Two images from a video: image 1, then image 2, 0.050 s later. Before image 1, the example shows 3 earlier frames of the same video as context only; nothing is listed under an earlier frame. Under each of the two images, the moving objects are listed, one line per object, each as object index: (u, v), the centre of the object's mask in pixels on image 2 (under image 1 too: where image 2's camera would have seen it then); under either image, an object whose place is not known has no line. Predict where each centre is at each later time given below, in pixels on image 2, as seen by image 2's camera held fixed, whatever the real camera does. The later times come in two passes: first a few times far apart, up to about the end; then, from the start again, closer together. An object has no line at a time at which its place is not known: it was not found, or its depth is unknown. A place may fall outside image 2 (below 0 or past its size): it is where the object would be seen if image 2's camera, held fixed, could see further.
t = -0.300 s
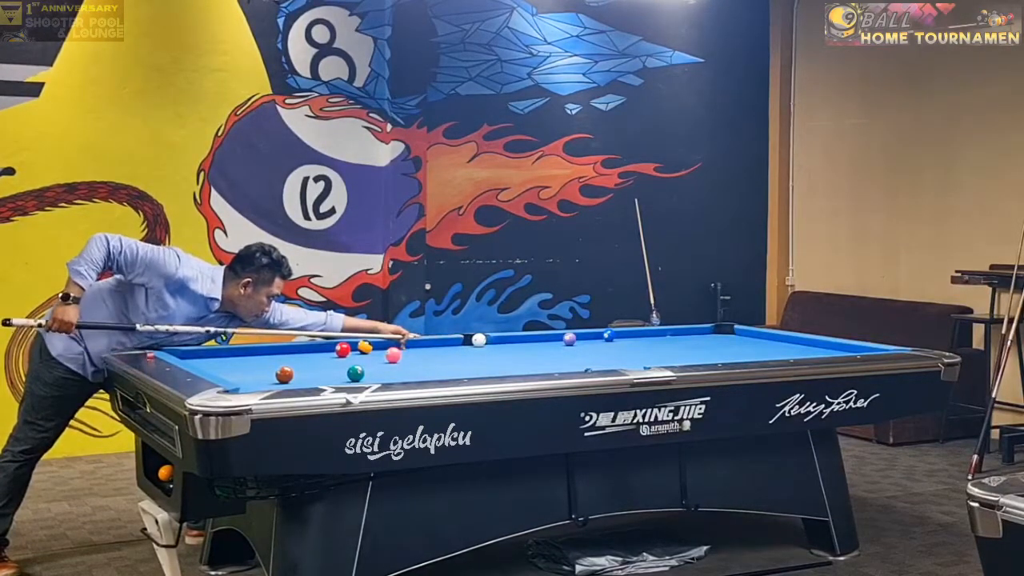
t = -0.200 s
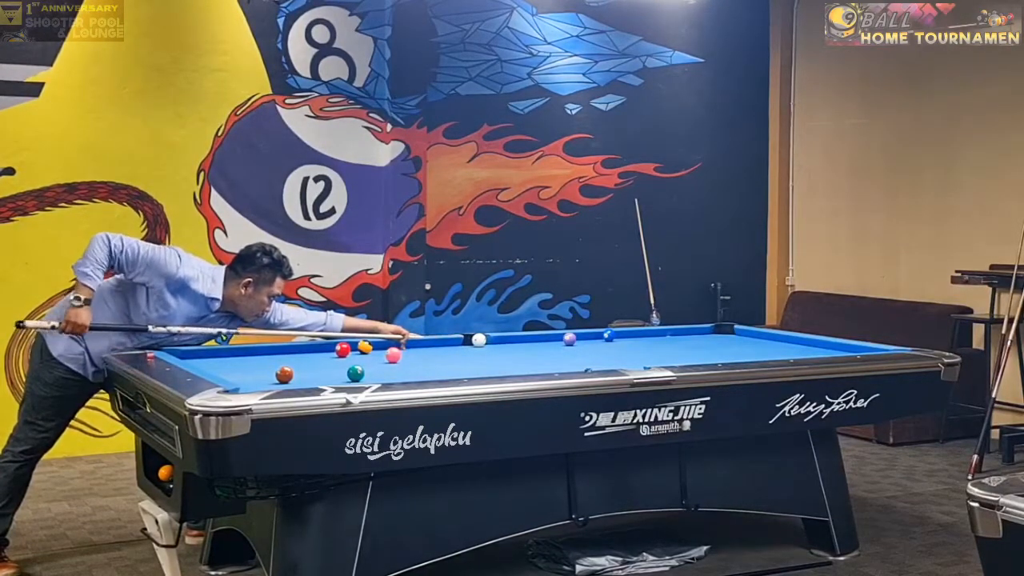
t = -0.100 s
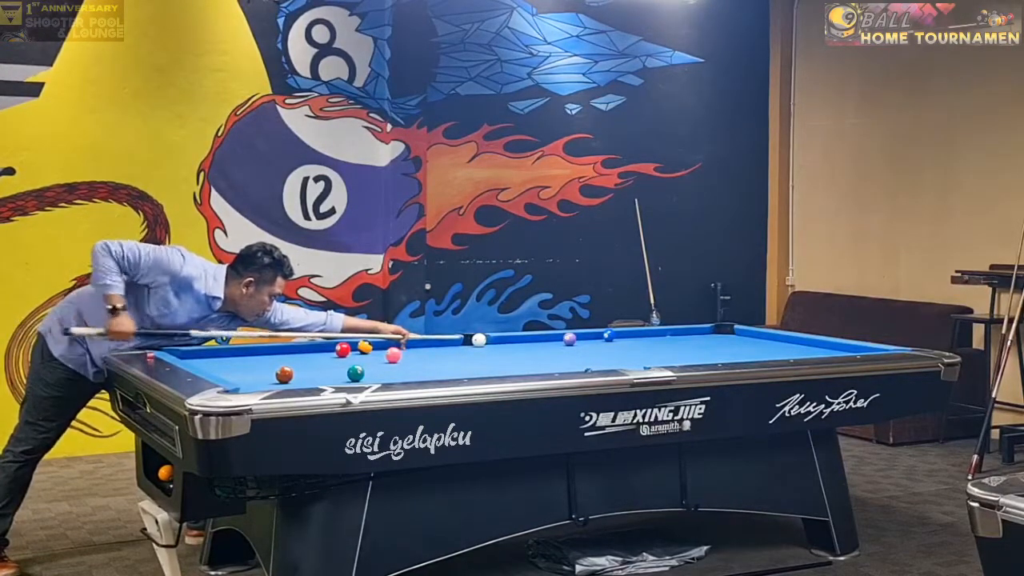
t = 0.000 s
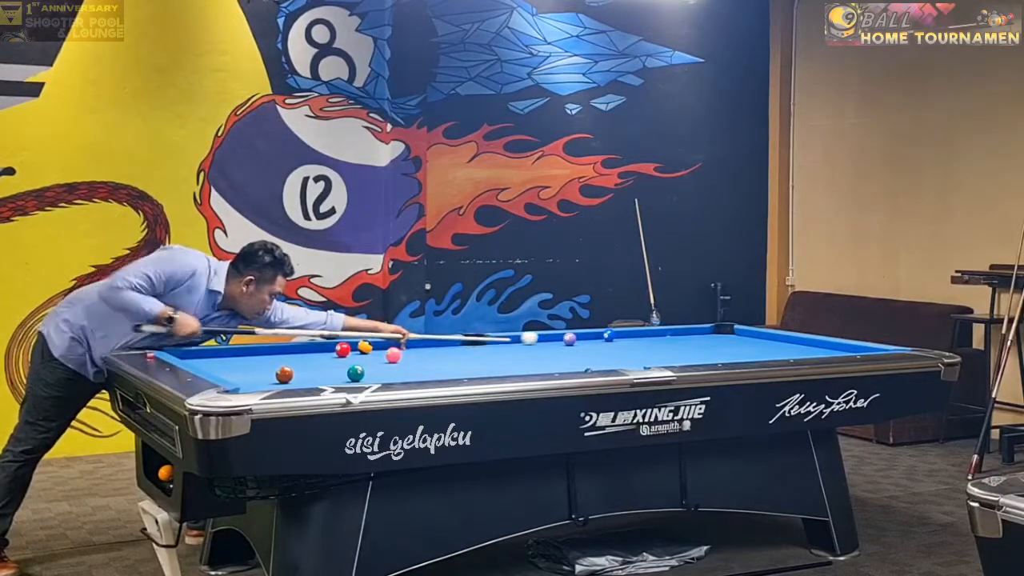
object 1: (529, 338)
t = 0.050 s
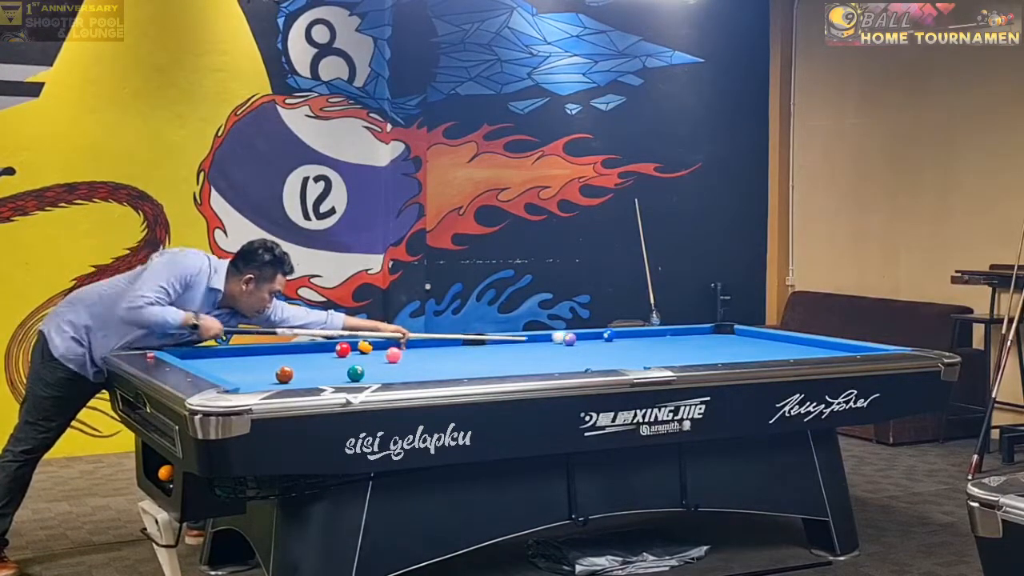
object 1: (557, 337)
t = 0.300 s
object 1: (622, 336)
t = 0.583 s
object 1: (677, 337)
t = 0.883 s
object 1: (735, 337)
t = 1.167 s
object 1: (785, 338)
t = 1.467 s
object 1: (773, 339)
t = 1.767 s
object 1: (761, 340)
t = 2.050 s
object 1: (751, 341)
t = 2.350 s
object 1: (741, 343)
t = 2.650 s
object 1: (731, 344)
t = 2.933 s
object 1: (724, 345)
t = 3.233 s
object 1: (717, 346)
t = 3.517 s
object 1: (711, 347)
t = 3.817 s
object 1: (706, 347)
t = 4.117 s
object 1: (704, 348)
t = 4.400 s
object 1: (701, 348)
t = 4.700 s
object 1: (700, 348)
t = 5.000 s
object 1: (699, 349)
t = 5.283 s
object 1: (699, 349)
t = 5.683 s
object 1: (698, 347)
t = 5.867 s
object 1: (699, 348)
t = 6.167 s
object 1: (699, 349)
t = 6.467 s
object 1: (699, 349)
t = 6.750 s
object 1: (699, 349)
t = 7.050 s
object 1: (699, 348)
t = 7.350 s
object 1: (699, 349)
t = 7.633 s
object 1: (699, 349)
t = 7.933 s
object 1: (699, 349)
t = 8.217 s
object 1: (699, 349)
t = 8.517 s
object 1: (699, 349)
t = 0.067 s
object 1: (567, 333)
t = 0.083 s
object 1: (581, 336)
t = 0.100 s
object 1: (589, 335)
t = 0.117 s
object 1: (598, 335)
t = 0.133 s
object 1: (599, 336)
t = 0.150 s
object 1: (601, 336)
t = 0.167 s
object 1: (602, 336)
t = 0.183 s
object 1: (604, 336)
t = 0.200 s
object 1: (606, 336)
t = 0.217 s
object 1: (608, 336)
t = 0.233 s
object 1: (611, 336)
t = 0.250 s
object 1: (613, 336)
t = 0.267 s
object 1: (616, 336)
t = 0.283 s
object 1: (619, 336)
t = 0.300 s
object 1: (622, 336)
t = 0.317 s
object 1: (625, 336)
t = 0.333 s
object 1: (628, 336)
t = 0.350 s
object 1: (632, 336)
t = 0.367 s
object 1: (635, 337)
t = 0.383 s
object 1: (638, 337)
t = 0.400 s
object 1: (641, 336)
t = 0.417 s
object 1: (645, 336)
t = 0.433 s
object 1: (648, 336)
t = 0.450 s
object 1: (651, 337)
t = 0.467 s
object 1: (655, 337)
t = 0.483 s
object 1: (658, 337)
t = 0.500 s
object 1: (661, 337)
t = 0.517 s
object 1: (665, 337)
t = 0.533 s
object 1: (668, 337)
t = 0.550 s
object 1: (671, 337)
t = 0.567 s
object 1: (674, 337)
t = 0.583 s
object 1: (677, 337)
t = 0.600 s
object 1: (681, 337)
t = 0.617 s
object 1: (684, 337)
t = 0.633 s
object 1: (687, 337)
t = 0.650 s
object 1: (690, 337)
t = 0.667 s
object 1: (694, 337)
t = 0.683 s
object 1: (697, 337)
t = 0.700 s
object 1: (700, 337)
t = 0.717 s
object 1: (703, 337)
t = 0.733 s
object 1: (707, 337)
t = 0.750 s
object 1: (710, 337)
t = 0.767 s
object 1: (713, 337)
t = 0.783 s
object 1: (716, 337)
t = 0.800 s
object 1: (719, 337)
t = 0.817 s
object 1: (722, 337)
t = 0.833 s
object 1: (726, 337)
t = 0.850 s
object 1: (728, 337)
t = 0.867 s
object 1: (732, 337)
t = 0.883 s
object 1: (735, 337)
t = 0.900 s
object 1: (738, 337)
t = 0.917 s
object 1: (741, 337)
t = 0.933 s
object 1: (744, 337)
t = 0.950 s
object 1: (747, 337)
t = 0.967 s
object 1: (750, 337)
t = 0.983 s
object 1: (753, 337)
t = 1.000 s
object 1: (756, 337)
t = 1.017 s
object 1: (759, 337)
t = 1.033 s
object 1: (762, 337)
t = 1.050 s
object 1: (765, 337)
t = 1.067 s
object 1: (768, 338)
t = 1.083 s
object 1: (772, 338)
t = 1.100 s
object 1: (774, 338)
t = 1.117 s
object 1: (778, 338)
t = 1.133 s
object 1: (780, 338)
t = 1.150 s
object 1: (783, 338)
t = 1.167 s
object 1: (785, 338)
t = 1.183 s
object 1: (785, 338)
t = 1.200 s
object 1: (784, 338)
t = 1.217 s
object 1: (783, 338)
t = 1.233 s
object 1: (782, 338)
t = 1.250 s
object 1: (782, 338)
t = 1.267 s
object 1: (781, 338)
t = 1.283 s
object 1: (780, 338)
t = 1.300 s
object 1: (779, 338)
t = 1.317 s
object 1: (779, 338)
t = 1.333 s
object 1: (778, 338)
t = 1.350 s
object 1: (778, 338)
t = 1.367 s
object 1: (777, 338)
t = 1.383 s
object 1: (776, 338)
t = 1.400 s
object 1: (776, 338)
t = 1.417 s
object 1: (775, 339)
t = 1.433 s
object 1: (774, 339)
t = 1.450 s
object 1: (774, 339)
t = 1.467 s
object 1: (773, 339)
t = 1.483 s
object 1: (772, 339)
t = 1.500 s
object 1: (771, 339)
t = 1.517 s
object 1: (771, 339)
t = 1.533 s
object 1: (770, 339)
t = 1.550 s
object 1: (770, 339)
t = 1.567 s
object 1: (769, 340)
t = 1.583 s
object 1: (768, 340)
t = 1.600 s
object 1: (768, 340)
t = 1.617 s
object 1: (767, 340)
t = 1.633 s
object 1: (767, 340)
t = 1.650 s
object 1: (766, 340)
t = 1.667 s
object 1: (765, 340)
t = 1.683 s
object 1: (764, 340)
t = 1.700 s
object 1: (764, 340)
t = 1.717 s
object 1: (763, 340)
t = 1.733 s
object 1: (762, 340)
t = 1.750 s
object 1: (762, 340)
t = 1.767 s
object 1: (761, 340)
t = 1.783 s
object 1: (760, 340)
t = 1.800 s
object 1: (760, 340)
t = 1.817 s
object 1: (759, 340)
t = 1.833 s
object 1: (759, 341)
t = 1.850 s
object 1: (758, 341)
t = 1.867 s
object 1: (758, 341)
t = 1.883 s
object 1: (757, 341)
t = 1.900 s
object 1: (756, 341)
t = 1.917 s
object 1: (756, 341)
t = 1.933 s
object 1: (755, 341)
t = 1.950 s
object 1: (754, 341)
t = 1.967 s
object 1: (754, 341)
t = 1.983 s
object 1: (753, 341)
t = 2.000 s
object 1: (753, 341)
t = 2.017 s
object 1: (753, 341)
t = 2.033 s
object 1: (752, 341)
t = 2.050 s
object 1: (751, 341)
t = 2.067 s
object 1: (750, 341)
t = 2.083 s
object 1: (750, 342)
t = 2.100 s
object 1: (749, 342)
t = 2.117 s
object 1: (749, 342)
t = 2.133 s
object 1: (748, 342)
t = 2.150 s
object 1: (747, 342)
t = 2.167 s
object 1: (747, 342)
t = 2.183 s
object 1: (746, 342)
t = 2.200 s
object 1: (746, 342)
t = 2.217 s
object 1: (745, 342)
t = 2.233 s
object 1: (745, 342)
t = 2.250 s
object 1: (744, 343)
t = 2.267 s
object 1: (744, 343)
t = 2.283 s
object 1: (743, 343)
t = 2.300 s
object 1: (743, 342)
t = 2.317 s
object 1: (742, 343)
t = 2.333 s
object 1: (741, 343)
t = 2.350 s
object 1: (741, 343)
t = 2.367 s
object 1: (740, 343)
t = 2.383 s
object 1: (740, 343)
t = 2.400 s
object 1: (739, 343)
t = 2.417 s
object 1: (739, 343)
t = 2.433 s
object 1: (738, 343)
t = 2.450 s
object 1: (738, 343)
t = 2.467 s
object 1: (737, 343)
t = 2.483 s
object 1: (737, 343)
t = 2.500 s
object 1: (736, 343)
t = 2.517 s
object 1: (736, 344)
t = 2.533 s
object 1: (735, 344)
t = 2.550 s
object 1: (735, 344)
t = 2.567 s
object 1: (734, 344)
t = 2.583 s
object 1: (734, 344)
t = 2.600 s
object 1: (733, 344)
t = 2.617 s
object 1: (732, 344)
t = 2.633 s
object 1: (732, 344)
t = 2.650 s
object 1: (731, 344)
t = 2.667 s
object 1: (731, 344)
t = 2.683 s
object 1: (731, 344)
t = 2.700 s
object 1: (730, 344)
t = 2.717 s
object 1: (730, 344)
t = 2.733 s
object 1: (730, 344)
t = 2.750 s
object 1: (729, 344)
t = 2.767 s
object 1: (728, 345)
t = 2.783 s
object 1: (728, 345)
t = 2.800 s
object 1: (728, 345)
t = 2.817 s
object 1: (727, 345)
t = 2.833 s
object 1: (727, 345)
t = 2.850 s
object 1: (726, 345)
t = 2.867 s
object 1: (726, 345)
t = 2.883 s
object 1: (726, 345)
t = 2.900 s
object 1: (725, 345)
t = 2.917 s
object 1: (725, 345)
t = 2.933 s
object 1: (724, 345)
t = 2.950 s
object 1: (724, 345)
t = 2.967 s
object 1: (723, 345)
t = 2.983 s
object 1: (723, 345)
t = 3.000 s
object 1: (722, 345)
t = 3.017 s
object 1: (722, 345)
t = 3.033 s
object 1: (722, 345)
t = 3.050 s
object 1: (721, 345)
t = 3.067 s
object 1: (721, 346)
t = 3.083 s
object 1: (721, 346)
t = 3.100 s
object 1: (720, 346)
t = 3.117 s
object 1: (720, 345)
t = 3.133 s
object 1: (719, 345)
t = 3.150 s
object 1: (719, 346)
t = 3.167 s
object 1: (719, 346)
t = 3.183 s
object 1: (718, 346)
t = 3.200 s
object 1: (718, 346)
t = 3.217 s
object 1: (718, 346)
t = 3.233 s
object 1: (717, 346)
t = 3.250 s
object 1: (717, 346)
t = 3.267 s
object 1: (716, 346)
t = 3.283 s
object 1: (716, 346)
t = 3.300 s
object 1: (716, 346)
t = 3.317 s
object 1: (715, 346)
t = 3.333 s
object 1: (715, 346)
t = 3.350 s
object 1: (715, 346)
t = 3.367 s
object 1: (715, 346)
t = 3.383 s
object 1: (714, 346)
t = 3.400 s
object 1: (714, 346)
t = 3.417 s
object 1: (713, 346)
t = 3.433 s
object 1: (713, 346)
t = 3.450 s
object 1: (712, 346)
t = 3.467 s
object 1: (712, 346)
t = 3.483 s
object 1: (712, 347)
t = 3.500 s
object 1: (712, 347)
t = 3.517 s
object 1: (711, 347)
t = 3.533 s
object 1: (711, 347)
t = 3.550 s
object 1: (710, 347)
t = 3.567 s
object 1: (710, 347)
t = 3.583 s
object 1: (710, 347)
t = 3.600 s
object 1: (710, 347)
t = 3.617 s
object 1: (709, 347)
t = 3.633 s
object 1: (709, 347)
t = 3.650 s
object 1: (709, 347)
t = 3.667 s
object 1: (708, 347)
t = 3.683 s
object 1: (708, 347)
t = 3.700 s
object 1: (708, 347)
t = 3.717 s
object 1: (708, 347)
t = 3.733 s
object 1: (707, 347)
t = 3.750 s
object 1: (707, 347)
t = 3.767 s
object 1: (707, 347)
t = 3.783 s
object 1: (707, 347)
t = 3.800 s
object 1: (707, 347)
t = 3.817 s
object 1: (706, 347)
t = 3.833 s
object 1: (706, 347)
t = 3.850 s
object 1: (706, 347)
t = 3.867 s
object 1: (706, 347)
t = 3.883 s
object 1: (706, 347)
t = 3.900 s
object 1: (706, 347)
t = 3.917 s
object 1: (706, 347)
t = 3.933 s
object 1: (705, 348)
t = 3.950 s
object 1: (705, 348)
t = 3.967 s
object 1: (705, 348)
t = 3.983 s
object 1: (705, 348)
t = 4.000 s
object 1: (704, 348)
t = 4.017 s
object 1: (704, 348)
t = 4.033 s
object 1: (704, 348)
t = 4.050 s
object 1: (704, 348)
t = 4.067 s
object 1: (704, 348)
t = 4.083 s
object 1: (704, 348)
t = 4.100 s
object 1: (704, 348)
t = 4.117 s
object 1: (704, 348)
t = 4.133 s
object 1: (703, 348)
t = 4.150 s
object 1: (703, 348)
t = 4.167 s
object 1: (703, 348)
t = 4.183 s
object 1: (703, 348)
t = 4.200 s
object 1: (703, 348)
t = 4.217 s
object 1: (703, 348)
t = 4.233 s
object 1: (702, 348)
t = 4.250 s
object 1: (702, 348)
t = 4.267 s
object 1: (702, 348)
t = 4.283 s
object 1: (702, 348)
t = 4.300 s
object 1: (702, 348)
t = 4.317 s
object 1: (702, 348)
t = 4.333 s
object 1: (702, 348)
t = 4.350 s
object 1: (702, 348)
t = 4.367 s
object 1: (702, 348)
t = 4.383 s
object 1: (702, 348)
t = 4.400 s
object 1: (701, 348)
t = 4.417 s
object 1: (701, 348)
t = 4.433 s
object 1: (701, 348)
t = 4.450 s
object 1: (701, 348)
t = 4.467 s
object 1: (701, 348)
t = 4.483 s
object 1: (701, 348)
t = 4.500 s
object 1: (701, 348)
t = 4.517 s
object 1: (701, 348)
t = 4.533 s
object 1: (701, 349)
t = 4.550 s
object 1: (700, 348)
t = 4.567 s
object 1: (700, 348)
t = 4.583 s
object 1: (700, 348)
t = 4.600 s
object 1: (700, 348)
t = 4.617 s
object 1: (700, 349)
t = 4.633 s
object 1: (700, 348)
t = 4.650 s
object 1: (700, 348)
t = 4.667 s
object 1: (700, 348)
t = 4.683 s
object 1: (700, 348)
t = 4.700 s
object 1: (700, 348)
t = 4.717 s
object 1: (700, 348)
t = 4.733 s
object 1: (700, 348)
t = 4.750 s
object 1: (700, 348)
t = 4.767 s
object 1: (700, 348)
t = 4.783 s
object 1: (700, 348)
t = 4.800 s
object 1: (700, 348)
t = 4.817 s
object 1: (699, 349)
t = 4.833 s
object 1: (699, 349)
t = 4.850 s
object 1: (699, 349)
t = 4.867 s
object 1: (699, 349)
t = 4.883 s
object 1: (699, 349)
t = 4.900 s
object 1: (699, 349)
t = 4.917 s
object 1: (699, 349)
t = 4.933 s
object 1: (699, 349)
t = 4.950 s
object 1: (699, 349)
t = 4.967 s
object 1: (699, 349)
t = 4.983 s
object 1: (699, 349)
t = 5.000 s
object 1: (699, 349)
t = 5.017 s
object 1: (699, 349)
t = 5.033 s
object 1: (699, 349)
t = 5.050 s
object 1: (699, 349)
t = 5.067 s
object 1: (699, 349)
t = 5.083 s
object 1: (699, 349)
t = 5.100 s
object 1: (699, 349)
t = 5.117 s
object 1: (699, 349)
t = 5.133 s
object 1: (699, 349)
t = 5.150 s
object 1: (699, 349)
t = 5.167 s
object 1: (700, 349)
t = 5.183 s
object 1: (704, 348)
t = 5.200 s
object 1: (698, 348)
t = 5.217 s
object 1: (699, 349)
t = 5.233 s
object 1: (699, 349)
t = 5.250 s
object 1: (699, 349)
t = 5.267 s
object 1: (699, 349)
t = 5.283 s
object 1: (699, 349)
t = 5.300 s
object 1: (699, 349)
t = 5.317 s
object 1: (699, 349)
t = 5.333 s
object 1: (701, 349)
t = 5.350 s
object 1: (704, 350)
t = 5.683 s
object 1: (698, 347)
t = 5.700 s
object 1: (699, 348)
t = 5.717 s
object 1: (699, 348)
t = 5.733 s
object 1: (699, 348)
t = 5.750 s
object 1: (699, 348)
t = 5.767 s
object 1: (699, 348)
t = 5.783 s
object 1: (699, 348)
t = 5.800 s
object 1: (699, 348)
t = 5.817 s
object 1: (699, 348)
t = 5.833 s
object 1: (699, 348)
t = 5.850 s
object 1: (699, 348)
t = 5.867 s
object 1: (699, 348)
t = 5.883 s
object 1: (699, 348)
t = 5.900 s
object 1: (699, 348)
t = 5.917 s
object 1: (699, 348)
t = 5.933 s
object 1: (699, 348)
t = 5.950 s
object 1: (699, 348)
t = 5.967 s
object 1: (699, 348)
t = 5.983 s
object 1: (699, 348)
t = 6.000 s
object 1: (699, 348)
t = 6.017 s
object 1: (699, 348)
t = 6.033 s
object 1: (699, 349)
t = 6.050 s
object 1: (699, 348)
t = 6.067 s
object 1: (699, 349)
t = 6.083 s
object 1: (699, 349)
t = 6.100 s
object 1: (699, 349)
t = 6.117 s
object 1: (699, 349)
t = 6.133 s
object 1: (699, 349)
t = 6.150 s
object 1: (699, 349)
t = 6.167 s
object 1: (699, 349)
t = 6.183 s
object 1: (699, 349)
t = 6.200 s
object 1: (699, 349)
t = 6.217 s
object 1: (699, 349)
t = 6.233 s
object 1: (699, 349)
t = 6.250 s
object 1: (699, 349)
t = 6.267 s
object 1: (699, 349)
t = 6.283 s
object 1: (699, 349)
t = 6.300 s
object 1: (699, 349)
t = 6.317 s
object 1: (699, 349)
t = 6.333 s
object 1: (699, 349)
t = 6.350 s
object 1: (699, 349)
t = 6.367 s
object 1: (699, 349)
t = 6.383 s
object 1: (699, 349)
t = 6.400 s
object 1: (699, 349)
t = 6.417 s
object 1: (699, 349)
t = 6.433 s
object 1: (699, 349)
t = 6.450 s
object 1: (699, 349)
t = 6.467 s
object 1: (699, 349)
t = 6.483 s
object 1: (699, 349)
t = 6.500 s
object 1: (699, 349)
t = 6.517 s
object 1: (699, 349)
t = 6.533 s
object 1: (699, 349)
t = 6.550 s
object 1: (699, 349)
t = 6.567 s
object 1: (699, 349)
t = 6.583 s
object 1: (699, 349)
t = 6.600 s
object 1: (699, 349)
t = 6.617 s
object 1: (699, 349)
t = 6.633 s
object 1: (699, 349)
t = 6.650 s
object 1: (699, 349)
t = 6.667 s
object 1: (699, 349)
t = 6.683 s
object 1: (699, 349)
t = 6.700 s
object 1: (699, 349)
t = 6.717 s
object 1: (699, 349)
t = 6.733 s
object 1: (699, 349)
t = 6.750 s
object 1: (699, 349)
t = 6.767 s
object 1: (699, 349)
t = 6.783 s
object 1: (699, 349)
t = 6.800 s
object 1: (699, 349)
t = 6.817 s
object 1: (699, 348)
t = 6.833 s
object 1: (699, 348)
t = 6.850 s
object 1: (699, 349)
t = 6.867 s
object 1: (699, 349)
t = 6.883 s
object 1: (699, 349)
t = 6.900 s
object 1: (699, 348)
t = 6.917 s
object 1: (699, 349)
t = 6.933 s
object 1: (699, 349)
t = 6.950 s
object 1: (699, 348)
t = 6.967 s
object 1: (699, 349)
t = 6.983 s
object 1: (699, 348)
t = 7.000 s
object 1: (699, 348)
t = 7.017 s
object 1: (699, 348)
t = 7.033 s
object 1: (699, 348)
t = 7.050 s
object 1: (699, 348)
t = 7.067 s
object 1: (699, 349)
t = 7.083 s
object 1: (699, 349)
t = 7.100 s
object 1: (699, 348)
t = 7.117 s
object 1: (699, 348)
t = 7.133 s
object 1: (699, 348)
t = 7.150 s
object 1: (699, 349)
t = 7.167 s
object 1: (699, 349)
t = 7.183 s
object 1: (699, 349)
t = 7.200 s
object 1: (699, 349)
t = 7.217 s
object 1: (699, 349)
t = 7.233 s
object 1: (699, 349)
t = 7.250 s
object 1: (699, 349)
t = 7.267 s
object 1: (699, 349)
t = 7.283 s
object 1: (699, 349)
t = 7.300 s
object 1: (699, 349)
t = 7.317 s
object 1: (699, 349)
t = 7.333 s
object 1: (699, 349)
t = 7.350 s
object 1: (699, 349)
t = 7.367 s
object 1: (699, 349)
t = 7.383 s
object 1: (699, 349)
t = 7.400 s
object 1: (699, 349)
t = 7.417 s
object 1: (699, 349)
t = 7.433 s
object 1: (699, 349)
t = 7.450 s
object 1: (699, 349)
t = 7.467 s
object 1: (699, 349)
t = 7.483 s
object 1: (699, 349)
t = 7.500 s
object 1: (699, 349)
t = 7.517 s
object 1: (699, 349)
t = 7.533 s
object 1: (699, 349)
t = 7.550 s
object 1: (699, 349)
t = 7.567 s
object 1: (699, 349)
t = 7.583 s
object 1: (699, 349)
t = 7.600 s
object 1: (699, 349)
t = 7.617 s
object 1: (699, 349)
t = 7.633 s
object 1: (699, 349)
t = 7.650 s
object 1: (699, 349)
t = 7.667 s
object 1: (699, 349)
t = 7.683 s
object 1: (699, 349)
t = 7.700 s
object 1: (699, 349)
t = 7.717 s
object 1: (699, 349)
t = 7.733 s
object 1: (699, 349)
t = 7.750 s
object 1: (699, 349)
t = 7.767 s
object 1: (699, 349)
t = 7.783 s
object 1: (699, 349)
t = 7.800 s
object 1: (699, 349)
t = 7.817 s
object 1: (699, 349)
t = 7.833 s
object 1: (699, 349)
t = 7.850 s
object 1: (699, 349)
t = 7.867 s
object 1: (699, 349)
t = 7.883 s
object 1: (699, 349)
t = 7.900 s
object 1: (699, 349)
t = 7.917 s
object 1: (699, 349)
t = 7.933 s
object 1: (699, 349)
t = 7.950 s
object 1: (699, 349)
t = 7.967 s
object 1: (699, 349)
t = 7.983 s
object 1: (699, 349)
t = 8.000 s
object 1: (699, 349)
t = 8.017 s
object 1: (699, 349)
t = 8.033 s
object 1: (699, 349)
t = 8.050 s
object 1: (699, 349)
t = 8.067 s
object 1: (699, 349)
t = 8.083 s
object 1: (699, 349)
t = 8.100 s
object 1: (699, 349)
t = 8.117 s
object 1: (699, 349)
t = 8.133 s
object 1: (699, 349)
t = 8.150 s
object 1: (699, 349)
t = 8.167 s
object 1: (699, 349)
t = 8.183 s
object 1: (699, 349)
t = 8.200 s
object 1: (699, 349)
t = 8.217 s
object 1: (699, 349)
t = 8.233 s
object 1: (699, 349)
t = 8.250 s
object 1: (699, 349)
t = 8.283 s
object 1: (699, 349)
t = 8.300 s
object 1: (699, 349)
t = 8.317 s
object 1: (699, 349)
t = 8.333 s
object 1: (699, 349)
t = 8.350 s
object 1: (699, 349)
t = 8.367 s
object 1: (699, 349)
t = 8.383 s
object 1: (699, 349)
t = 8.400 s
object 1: (699, 349)
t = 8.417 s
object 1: (699, 349)
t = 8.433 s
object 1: (699, 349)
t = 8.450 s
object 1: (699, 349)
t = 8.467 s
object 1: (699, 349)
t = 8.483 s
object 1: (699, 349)
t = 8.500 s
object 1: (699, 349)
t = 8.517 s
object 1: (699, 349)
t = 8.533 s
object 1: (699, 349)
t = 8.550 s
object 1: (699, 349)
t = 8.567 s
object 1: (699, 349)
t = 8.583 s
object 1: (699, 349)
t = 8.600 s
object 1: (699, 349)
